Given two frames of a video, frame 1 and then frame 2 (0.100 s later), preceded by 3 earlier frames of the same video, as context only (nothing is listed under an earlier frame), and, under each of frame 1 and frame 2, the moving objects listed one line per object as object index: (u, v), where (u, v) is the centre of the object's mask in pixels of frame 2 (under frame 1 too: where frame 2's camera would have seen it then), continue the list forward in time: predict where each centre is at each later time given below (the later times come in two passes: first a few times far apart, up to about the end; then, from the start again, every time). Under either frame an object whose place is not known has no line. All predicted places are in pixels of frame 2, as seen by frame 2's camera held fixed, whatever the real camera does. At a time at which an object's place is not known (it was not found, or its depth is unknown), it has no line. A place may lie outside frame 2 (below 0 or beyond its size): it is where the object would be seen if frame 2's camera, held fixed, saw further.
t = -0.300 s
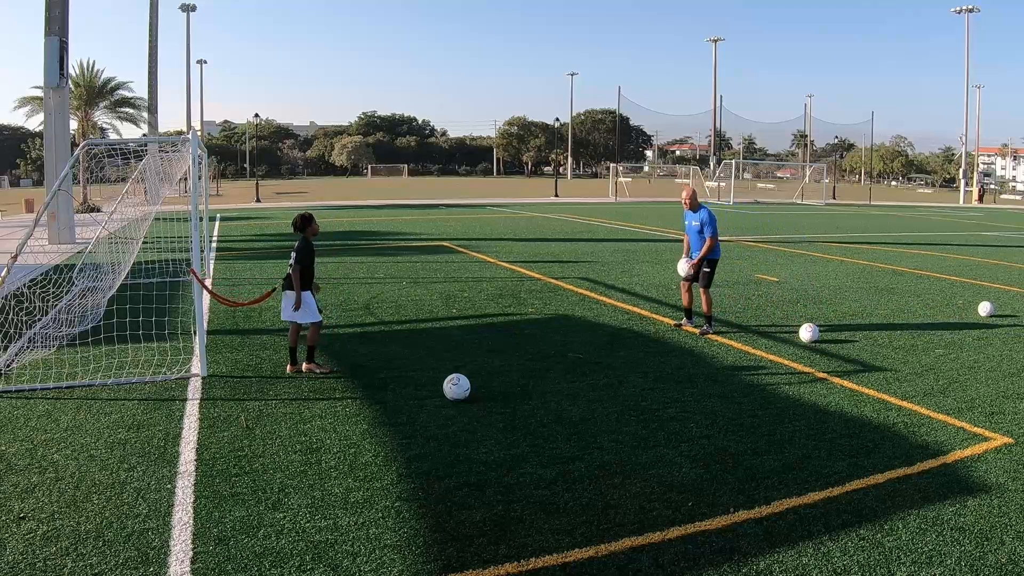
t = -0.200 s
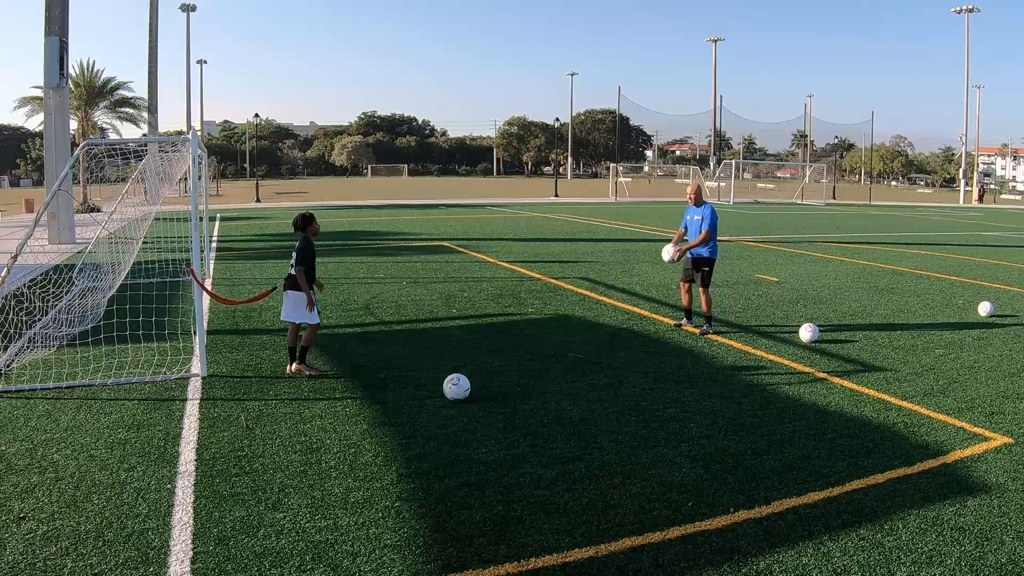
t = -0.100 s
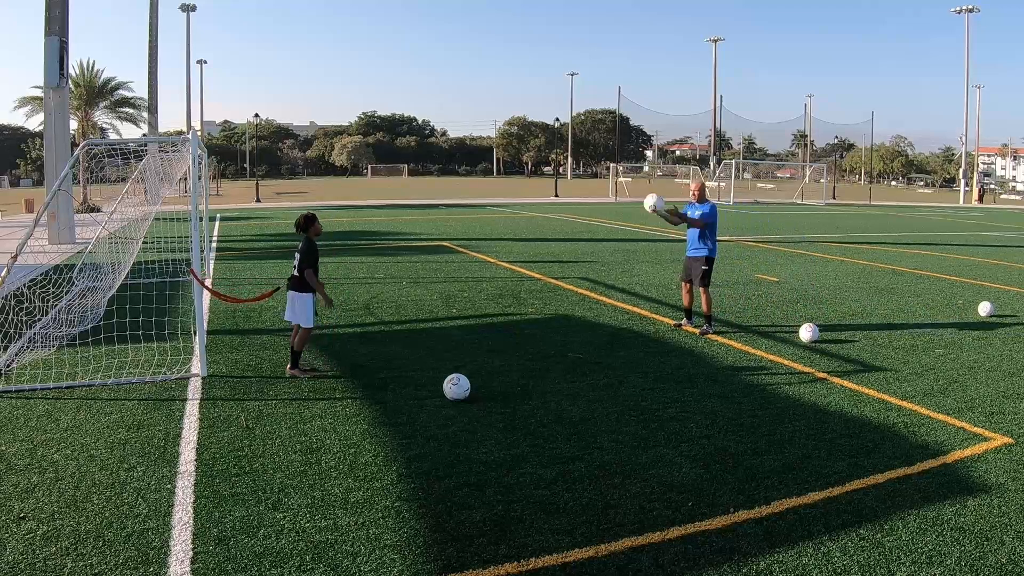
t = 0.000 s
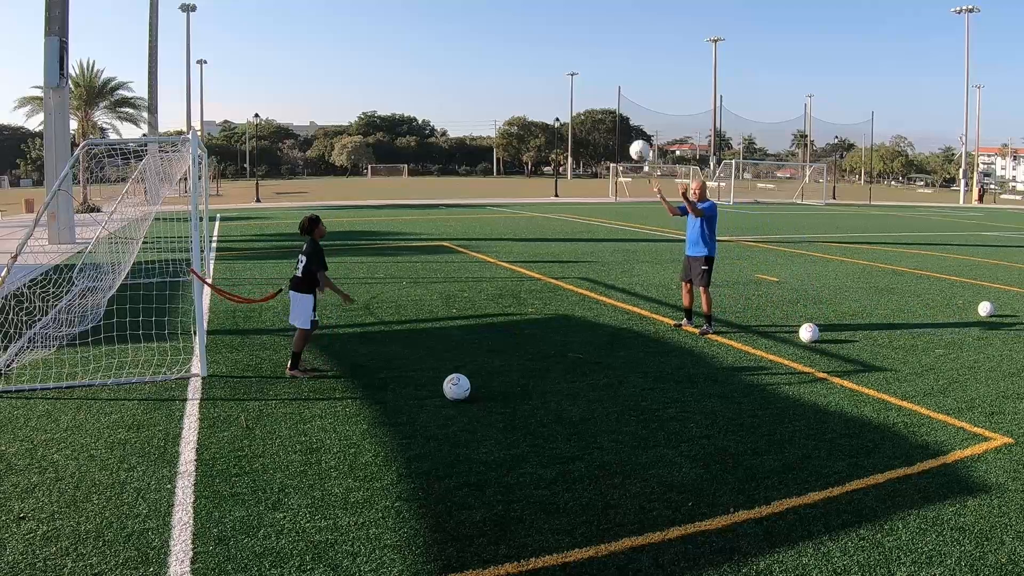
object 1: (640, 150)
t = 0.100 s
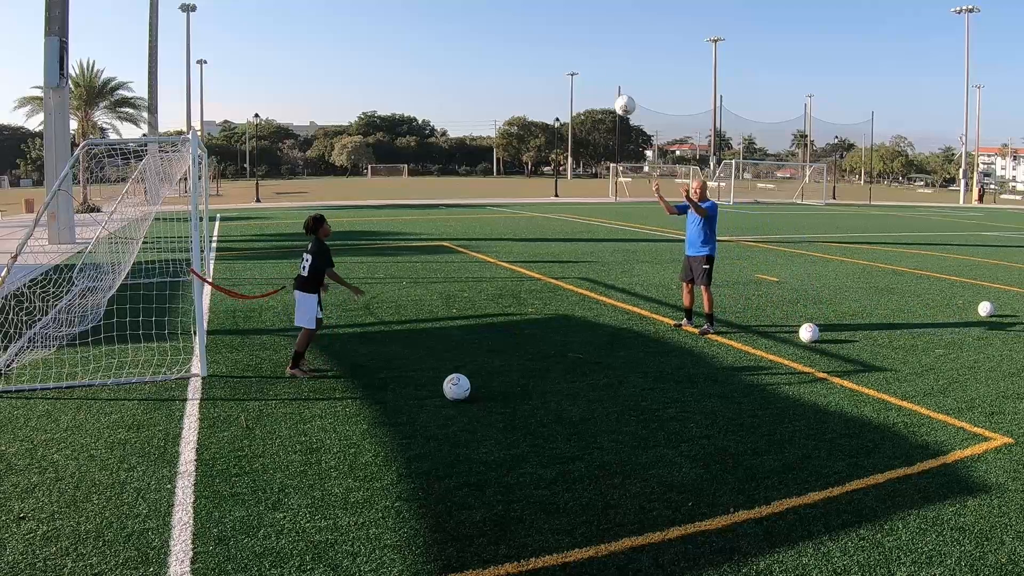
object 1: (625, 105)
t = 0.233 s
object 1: (604, 59)
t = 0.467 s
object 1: (566, 17)
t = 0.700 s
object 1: (526, 27)
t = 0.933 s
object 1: (483, 91)
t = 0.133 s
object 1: (620, 92)
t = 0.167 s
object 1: (615, 80)
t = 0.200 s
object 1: (610, 69)
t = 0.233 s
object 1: (604, 59)
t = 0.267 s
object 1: (599, 50)
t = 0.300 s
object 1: (594, 42)
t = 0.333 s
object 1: (588, 35)
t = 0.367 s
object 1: (583, 29)
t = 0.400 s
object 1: (577, 24)
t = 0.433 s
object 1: (572, 20)
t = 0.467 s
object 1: (566, 17)
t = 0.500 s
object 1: (560, 15)
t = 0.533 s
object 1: (555, 15)
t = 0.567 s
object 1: (549, 15)
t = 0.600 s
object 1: (543, 16)
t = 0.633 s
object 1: (537, 19)
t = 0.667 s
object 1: (532, 22)
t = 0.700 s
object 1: (526, 27)
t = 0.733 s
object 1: (520, 32)
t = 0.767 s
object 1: (514, 39)
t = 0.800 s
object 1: (508, 47)
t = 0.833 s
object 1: (502, 56)
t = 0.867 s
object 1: (496, 67)
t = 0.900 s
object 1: (489, 78)
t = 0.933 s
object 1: (483, 91)
